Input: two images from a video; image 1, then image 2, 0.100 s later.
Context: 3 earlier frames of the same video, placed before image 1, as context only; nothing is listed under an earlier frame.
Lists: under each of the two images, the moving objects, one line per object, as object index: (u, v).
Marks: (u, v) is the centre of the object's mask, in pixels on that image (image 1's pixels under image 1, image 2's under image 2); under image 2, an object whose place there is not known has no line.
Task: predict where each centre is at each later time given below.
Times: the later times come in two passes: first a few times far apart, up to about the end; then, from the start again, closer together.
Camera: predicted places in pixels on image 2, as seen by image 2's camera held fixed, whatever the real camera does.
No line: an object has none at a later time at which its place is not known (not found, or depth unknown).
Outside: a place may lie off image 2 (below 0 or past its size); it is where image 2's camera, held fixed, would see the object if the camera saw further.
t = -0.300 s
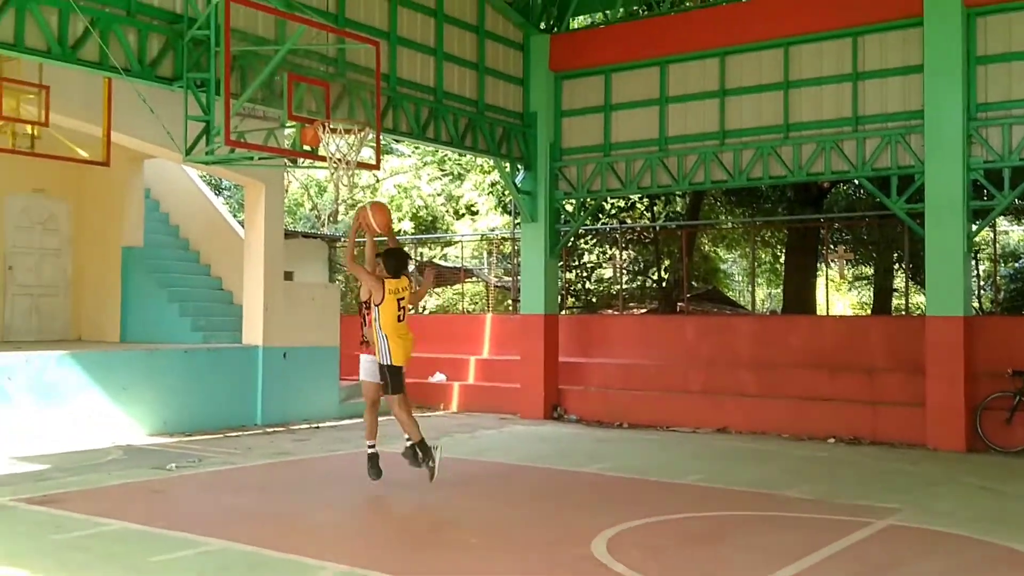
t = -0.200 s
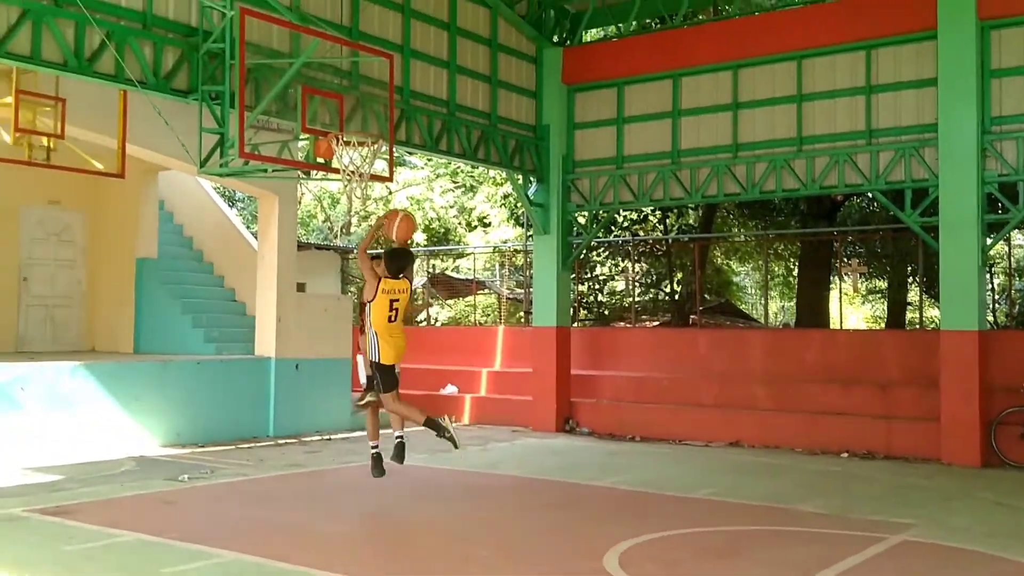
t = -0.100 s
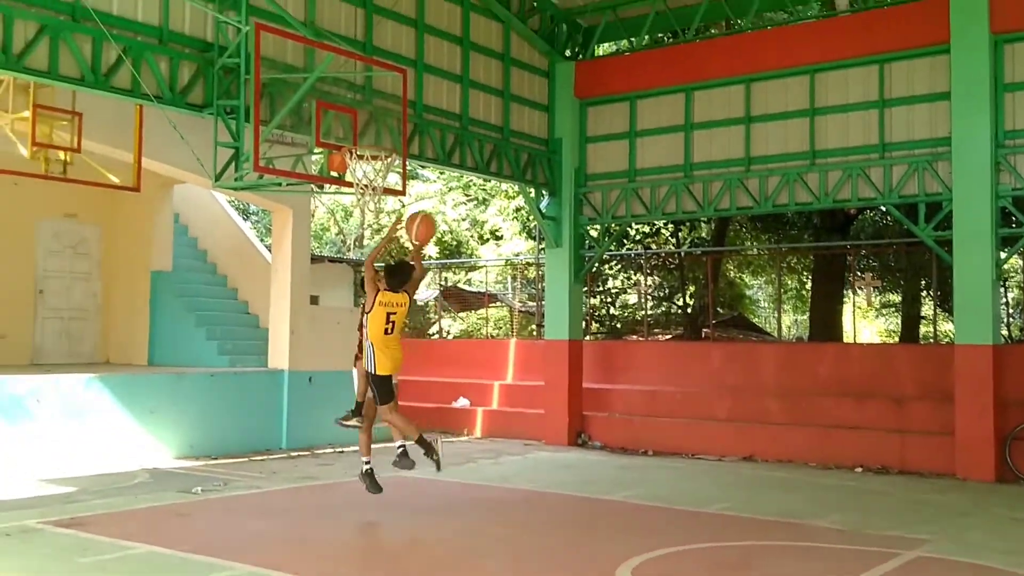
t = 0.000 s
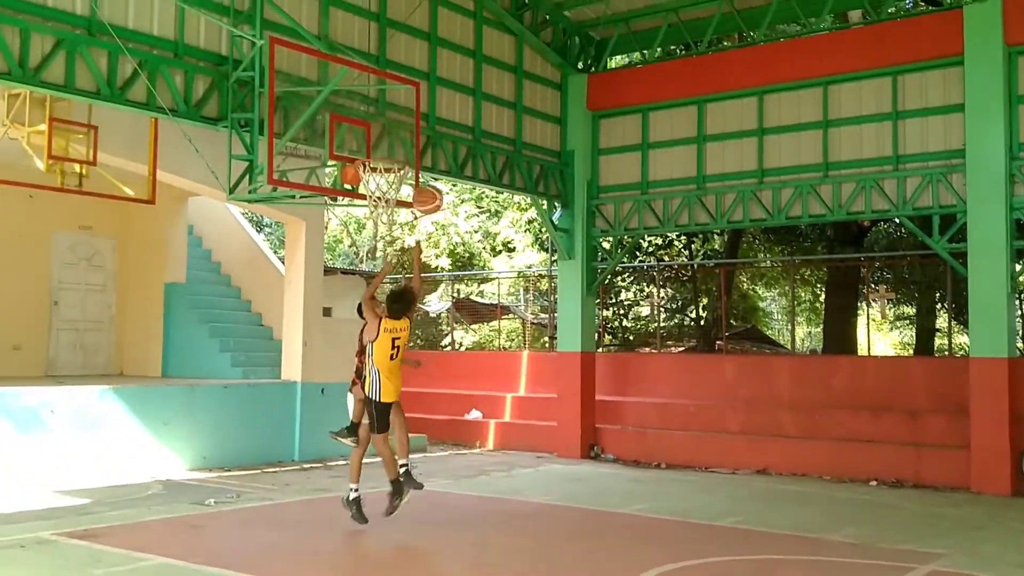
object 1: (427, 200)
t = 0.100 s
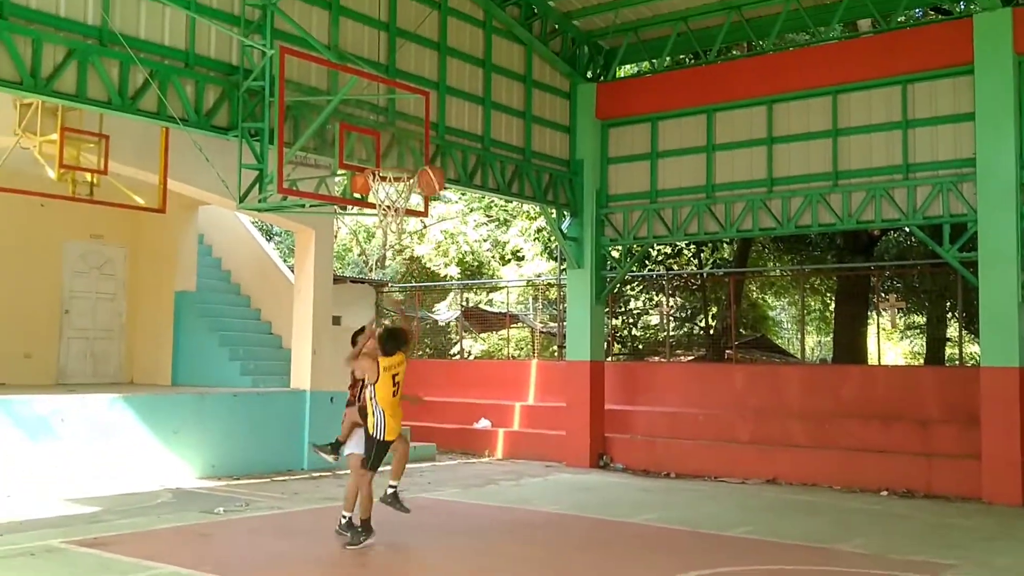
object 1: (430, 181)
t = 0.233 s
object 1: (422, 162)
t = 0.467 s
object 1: (419, 180)
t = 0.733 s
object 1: (454, 279)
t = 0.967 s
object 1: (482, 444)
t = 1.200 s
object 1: (516, 435)
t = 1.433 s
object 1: (552, 313)
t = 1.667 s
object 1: (586, 258)
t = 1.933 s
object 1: (627, 280)
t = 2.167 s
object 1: (662, 380)
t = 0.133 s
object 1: (428, 174)
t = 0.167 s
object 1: (427, 169)
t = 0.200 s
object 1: (424, 165)
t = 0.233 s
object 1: (422, 162)
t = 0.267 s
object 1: (420, 161)
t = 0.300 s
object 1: (418, 161)
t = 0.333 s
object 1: (417, 162)
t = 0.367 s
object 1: (415, 166)
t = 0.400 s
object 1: (412, 169)
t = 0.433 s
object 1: (415, 174)
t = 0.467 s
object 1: (419, 180)
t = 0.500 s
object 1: (424, 188)
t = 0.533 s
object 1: (428, 196)
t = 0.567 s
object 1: (432, 206)
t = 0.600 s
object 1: (436, 218)
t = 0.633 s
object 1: (441, 231)
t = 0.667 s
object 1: (445, 245)
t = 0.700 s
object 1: (449, 262)
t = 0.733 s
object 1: (454, 279)
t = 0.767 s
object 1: (457, 298)
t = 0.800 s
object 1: (462, 318)
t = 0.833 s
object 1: (465, 339)
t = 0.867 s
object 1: (471, 365)
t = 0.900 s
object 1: (474, 390)
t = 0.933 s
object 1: (479, 416)
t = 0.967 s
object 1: (482, 444)
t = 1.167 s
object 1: (511, 457)
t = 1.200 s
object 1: (516, 435)
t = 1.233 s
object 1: (522, 413)
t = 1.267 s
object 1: (527, 393)
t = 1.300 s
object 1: (532, 374)
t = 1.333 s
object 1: (537, 358)
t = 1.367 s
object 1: (541, 343)
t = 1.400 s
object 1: (548, 326)
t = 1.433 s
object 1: (552, 313)
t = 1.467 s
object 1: (557, 301)
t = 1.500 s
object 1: (562, 291)
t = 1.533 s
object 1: (567, 281)
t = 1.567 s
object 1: (572, 273)
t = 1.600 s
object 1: (576, 267)
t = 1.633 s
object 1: (581, 262)
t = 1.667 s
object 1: (586, 258)
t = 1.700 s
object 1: (592, 255)
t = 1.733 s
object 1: (596, 254)
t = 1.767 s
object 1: (602, 254)
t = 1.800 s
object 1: (607, 256)
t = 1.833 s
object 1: (612, 260)
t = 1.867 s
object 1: (617, 264)
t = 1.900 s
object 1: (622, 271)
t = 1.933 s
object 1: (627, 280)
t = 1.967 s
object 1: (633, 289)
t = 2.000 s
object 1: (637, 299)
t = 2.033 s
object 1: (643, 312)
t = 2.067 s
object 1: (649, 326)
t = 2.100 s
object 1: (654, 343)
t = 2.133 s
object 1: (658, 360)
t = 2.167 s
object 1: (662, 380)
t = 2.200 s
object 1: (669, 402)
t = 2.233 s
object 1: (675, 426)
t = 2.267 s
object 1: (681, 454)
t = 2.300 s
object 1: (688, 482)
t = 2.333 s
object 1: (699, 515)
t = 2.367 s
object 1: (706, 551)
